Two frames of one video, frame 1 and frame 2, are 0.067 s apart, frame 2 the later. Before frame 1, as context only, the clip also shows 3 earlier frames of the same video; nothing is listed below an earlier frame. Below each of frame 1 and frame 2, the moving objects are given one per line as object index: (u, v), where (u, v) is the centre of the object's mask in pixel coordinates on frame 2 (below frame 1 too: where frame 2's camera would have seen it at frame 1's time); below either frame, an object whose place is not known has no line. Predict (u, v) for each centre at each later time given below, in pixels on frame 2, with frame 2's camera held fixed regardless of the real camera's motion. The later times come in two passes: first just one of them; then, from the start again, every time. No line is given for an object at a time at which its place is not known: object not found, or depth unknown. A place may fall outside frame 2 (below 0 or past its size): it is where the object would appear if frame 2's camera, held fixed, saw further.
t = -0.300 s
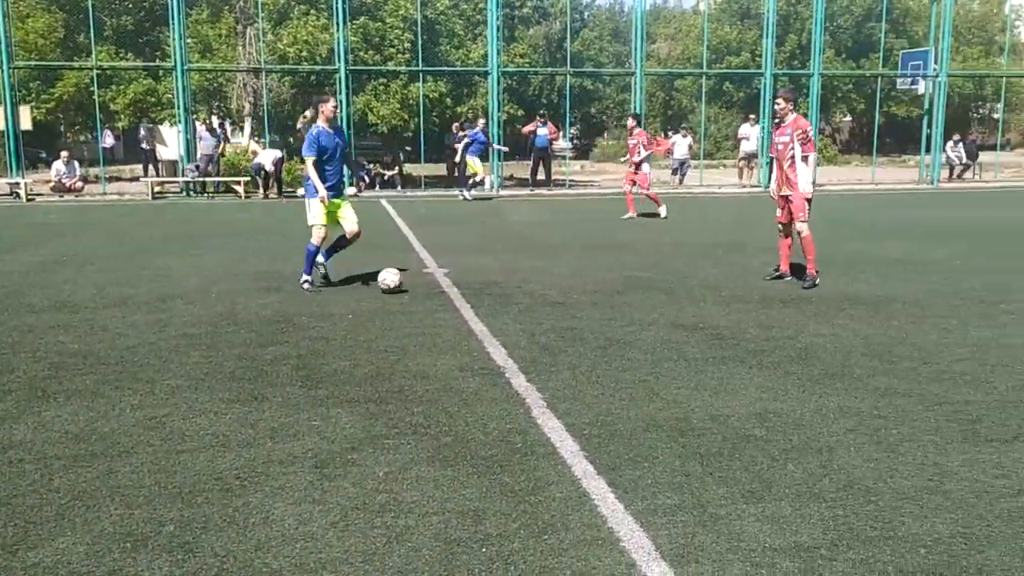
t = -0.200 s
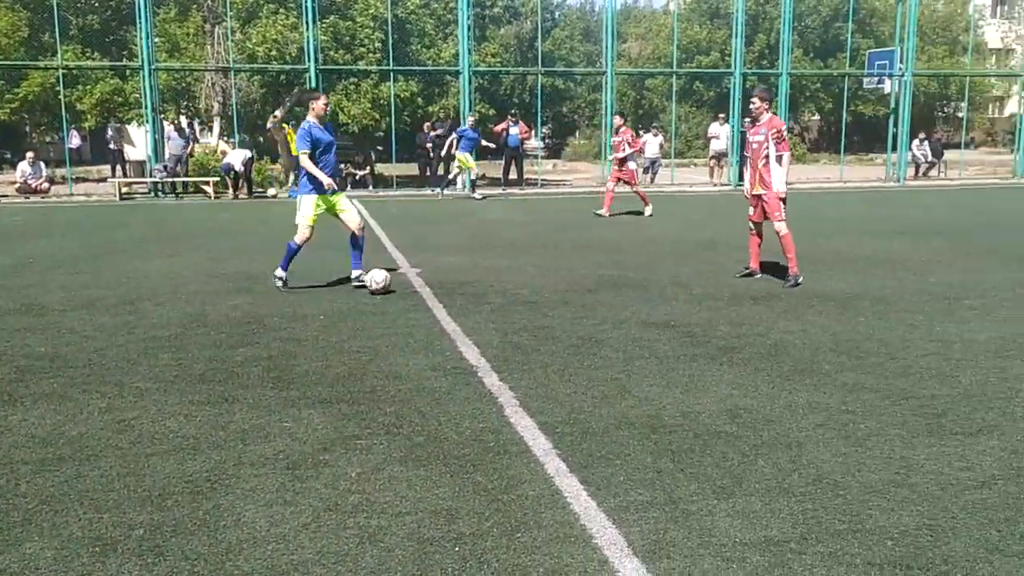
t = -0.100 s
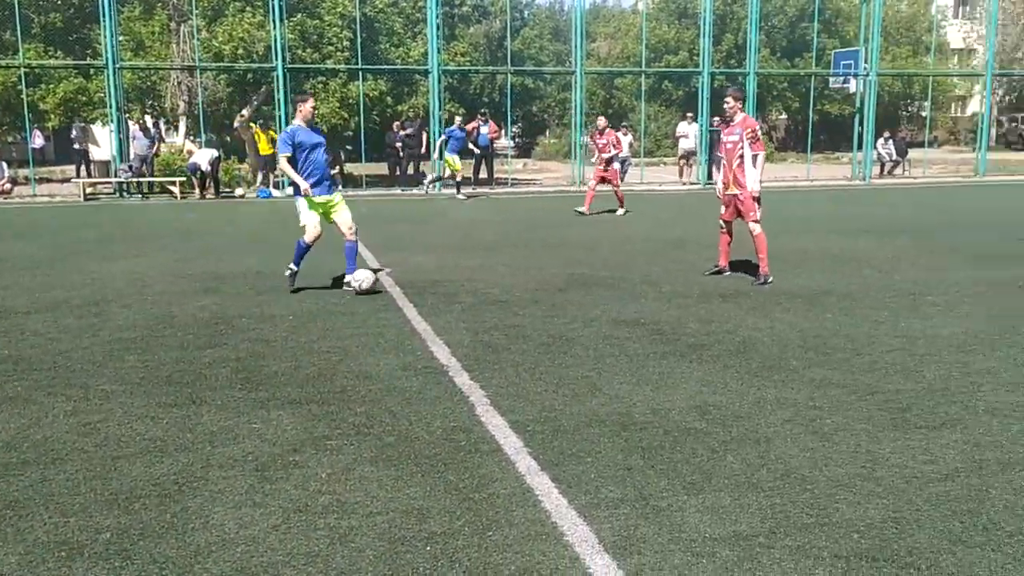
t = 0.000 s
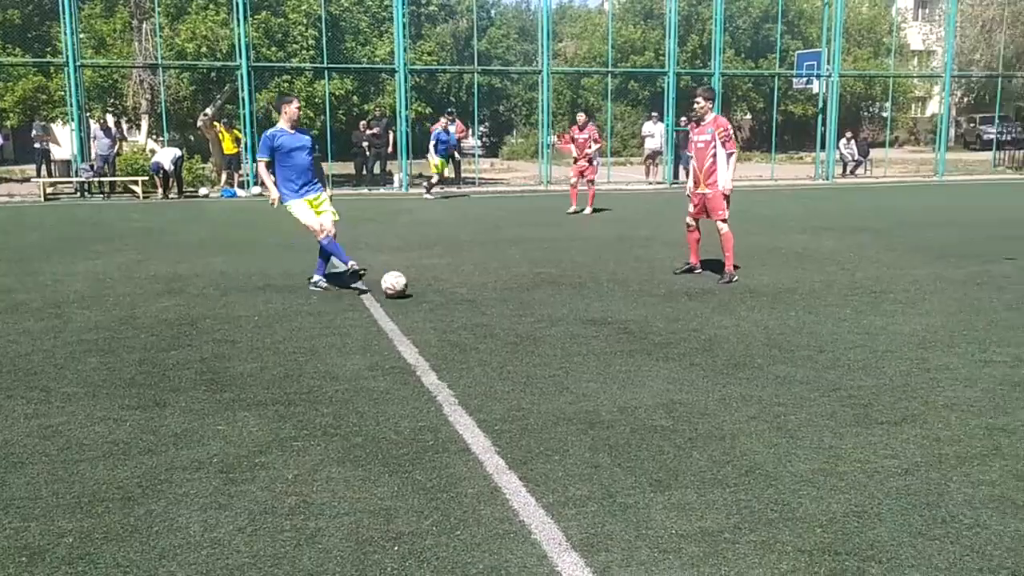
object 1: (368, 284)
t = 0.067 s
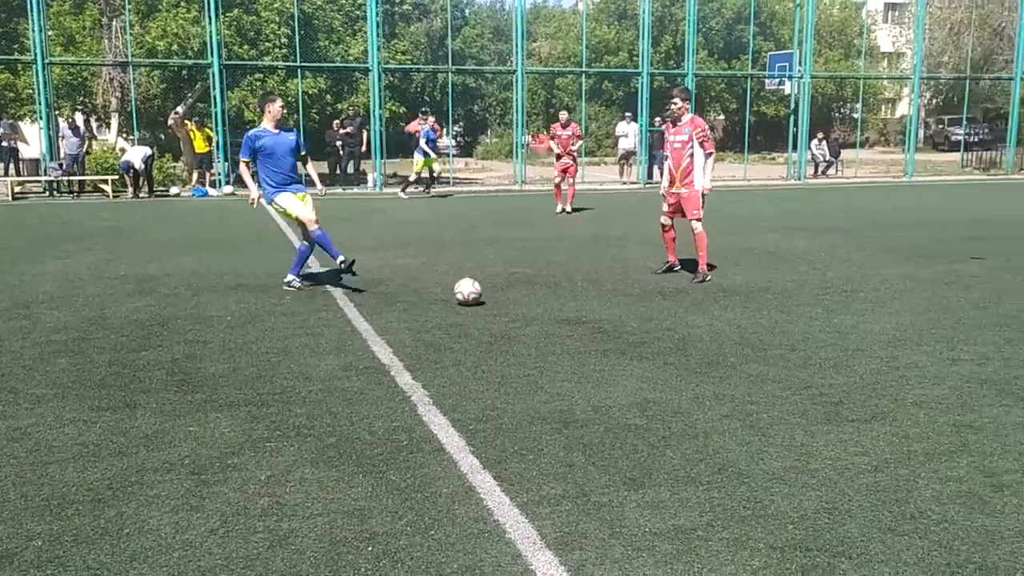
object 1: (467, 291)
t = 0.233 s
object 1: (726, 309)
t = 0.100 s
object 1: (517, 294)
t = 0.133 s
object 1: (568, 297)
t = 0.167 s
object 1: (621, 301)
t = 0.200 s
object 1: (673, 305)
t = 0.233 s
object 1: (726, 309)
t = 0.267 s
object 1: (780, 313)
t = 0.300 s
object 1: (834, 316)
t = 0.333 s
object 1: (888, 319)
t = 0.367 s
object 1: (943, 322)
